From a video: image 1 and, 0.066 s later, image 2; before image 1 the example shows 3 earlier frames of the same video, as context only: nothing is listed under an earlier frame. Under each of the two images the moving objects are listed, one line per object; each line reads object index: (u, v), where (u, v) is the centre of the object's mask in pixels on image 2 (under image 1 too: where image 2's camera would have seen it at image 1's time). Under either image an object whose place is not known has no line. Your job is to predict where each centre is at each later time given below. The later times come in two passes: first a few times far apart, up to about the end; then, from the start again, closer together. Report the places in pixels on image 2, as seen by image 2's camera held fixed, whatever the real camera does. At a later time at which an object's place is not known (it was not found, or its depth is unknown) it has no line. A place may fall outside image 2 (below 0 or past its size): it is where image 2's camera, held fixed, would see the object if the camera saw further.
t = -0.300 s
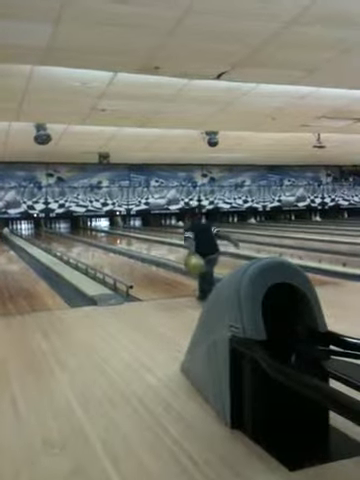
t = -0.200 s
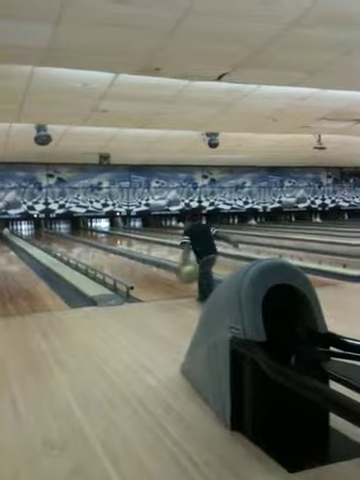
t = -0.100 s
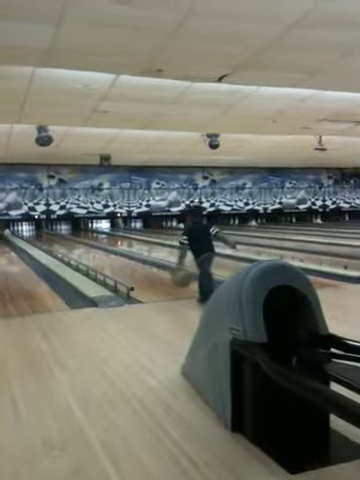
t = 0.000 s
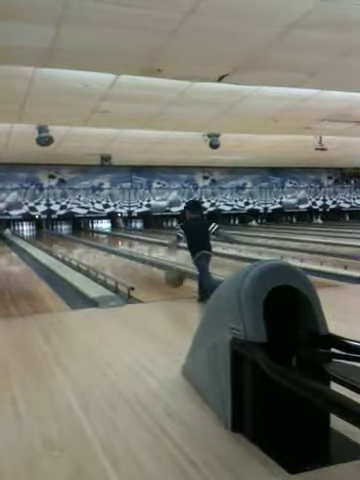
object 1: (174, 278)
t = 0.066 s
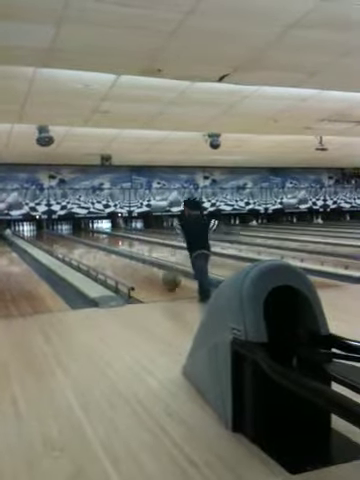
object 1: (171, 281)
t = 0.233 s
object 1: (162, 283)
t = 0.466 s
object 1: (151, 274)
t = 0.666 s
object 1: (145, 269)
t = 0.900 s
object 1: (137, 264)
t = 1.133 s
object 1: (131, 261)
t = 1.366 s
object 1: (127, 258)
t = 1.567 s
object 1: (118, 256)
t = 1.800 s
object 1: (106, 255)
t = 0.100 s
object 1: (168, 285)
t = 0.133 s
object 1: (167, 284)
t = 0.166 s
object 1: (164, 282)
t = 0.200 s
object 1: (163, 282)
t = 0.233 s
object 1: (162, 283)
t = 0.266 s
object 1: (159, 281)
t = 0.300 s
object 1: (157, 280)
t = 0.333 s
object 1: (155, 279)
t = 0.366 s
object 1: (155, 279)
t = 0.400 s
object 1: (153, 278)
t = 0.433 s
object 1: (153, 277)
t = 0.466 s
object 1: (151, 274)
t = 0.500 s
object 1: (150, 273)
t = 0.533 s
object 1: (149, 272)
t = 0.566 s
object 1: (147, 272)
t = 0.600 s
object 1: (147, 271)
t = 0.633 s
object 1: (146, 270)
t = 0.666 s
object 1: (145, 269)
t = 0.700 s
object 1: (145, 269)
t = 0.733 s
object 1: (142, 267)
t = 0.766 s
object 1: (141, 267)
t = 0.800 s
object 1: (140, 266)
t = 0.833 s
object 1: (139, 265)
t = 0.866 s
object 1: (138, 265)
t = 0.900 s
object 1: (137, 264)
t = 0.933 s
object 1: (137, 264)
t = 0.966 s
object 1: (137, 264)
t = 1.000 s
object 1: (135, 263)
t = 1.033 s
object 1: (133, 262)
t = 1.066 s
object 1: (134, 262)
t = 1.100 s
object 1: (133, 262)
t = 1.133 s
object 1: (131, 261)
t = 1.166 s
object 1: (131, 261)
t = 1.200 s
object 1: (131, 262)
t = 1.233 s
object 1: (129, 260)
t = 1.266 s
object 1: (129, 260)
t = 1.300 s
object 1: (129, 259)
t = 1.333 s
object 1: (128, 260)
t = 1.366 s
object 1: (127, 258)
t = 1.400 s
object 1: (127, 258)
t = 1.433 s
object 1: (126, 258)
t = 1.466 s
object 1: (126, 257)
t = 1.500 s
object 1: (123, 256)
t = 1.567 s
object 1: (118, 256)
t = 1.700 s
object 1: (111, 254)
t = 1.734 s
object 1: (112, 254)
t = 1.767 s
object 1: (111, 254)
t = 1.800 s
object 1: (106, 255)
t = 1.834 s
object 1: (107, 254)
